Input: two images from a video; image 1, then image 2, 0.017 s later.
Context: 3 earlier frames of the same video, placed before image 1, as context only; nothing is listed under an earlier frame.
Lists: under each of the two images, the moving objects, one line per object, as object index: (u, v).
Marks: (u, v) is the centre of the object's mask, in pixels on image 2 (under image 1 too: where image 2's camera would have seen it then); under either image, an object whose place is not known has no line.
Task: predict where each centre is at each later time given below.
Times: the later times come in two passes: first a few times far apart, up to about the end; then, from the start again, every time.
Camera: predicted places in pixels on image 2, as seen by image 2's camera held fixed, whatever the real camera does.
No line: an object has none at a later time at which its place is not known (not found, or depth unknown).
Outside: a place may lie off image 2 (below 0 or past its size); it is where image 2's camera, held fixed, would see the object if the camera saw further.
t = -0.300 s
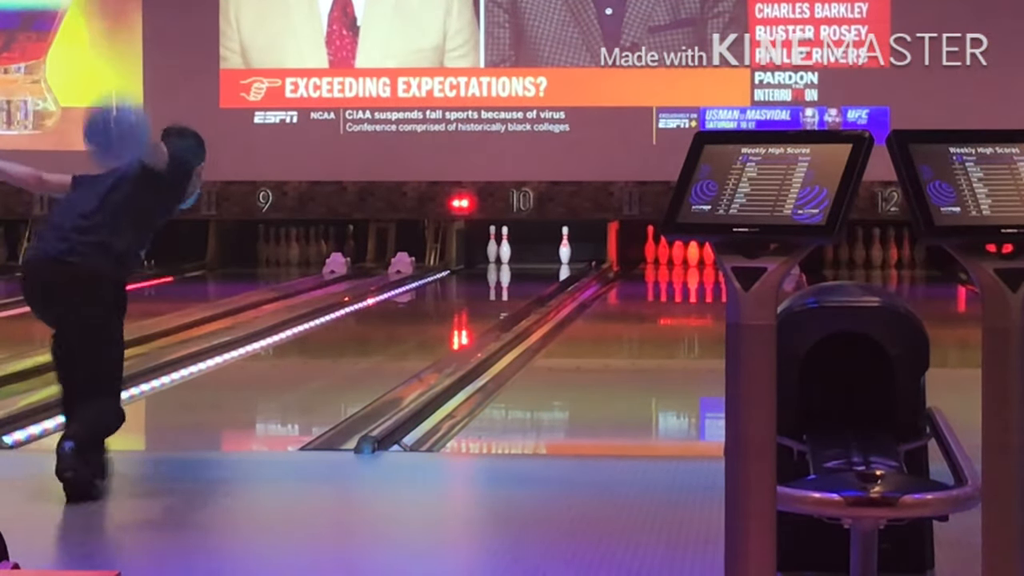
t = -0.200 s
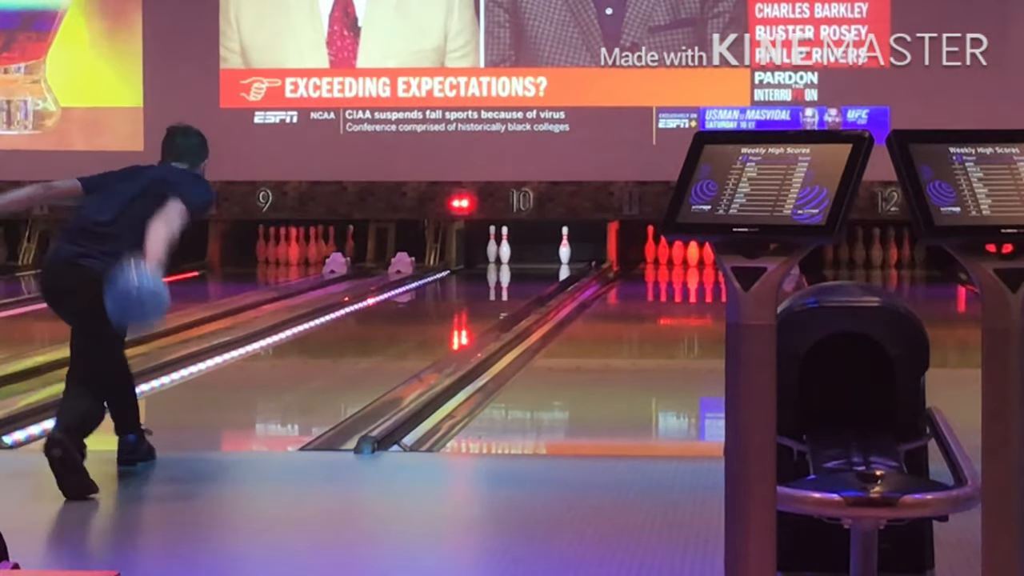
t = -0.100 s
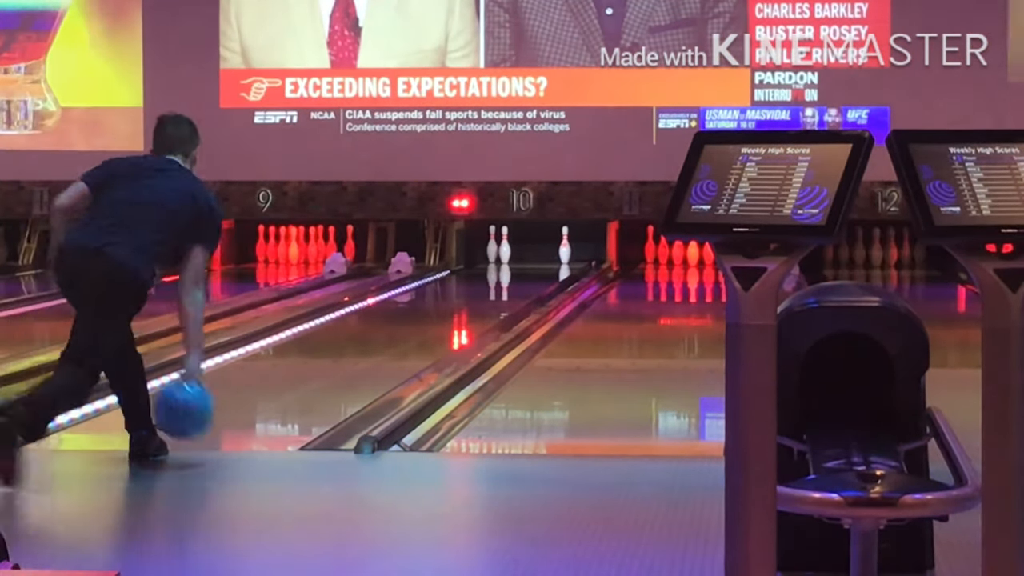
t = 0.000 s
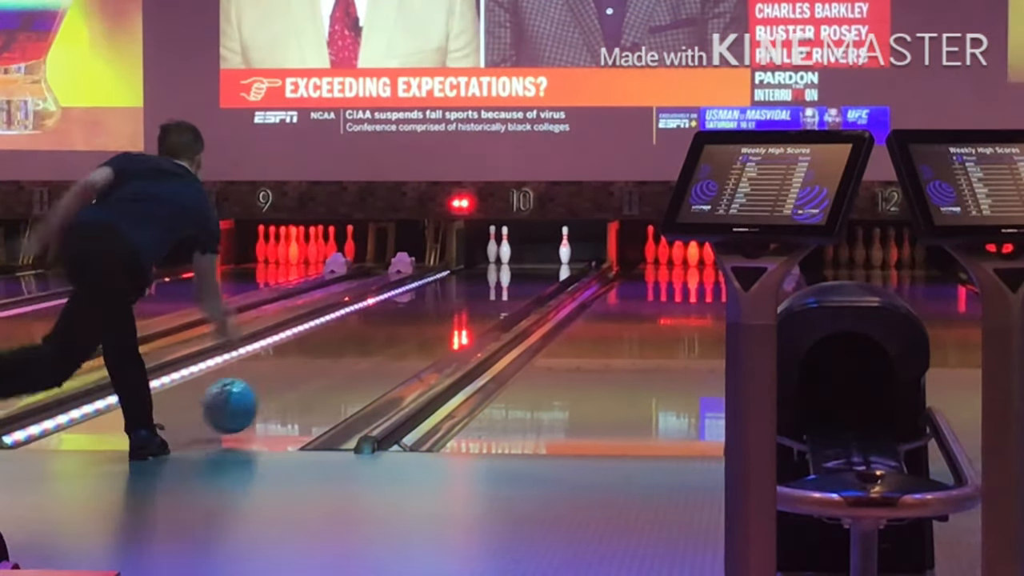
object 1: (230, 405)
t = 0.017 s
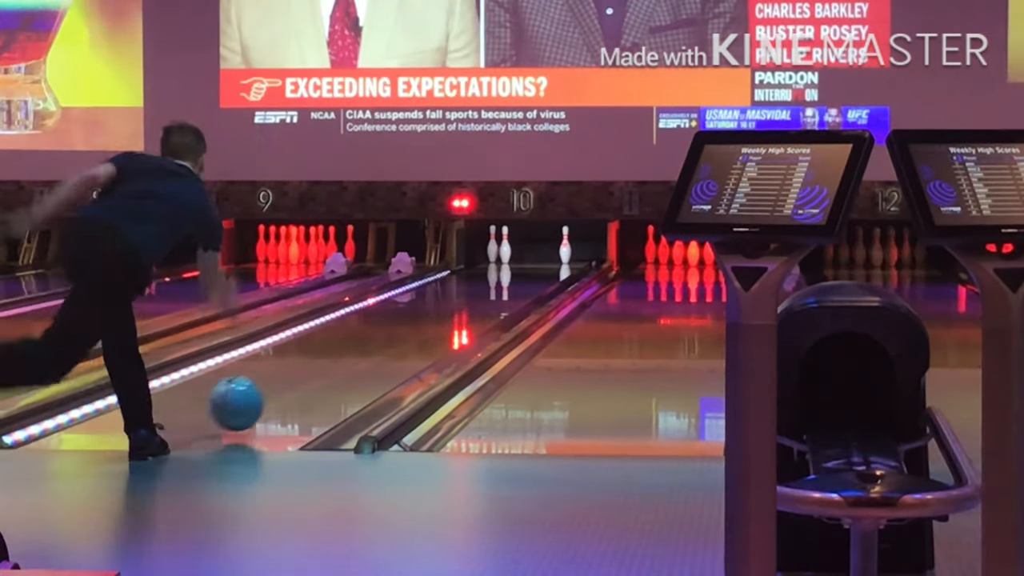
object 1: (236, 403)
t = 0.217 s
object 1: (300, 372)
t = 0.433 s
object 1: (350, 343)
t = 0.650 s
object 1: (390, 321)
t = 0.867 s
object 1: (420, 305)
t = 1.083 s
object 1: (443, 290)
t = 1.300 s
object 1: (461, 279)
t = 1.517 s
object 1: (477, 268)
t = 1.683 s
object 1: (487, 263)
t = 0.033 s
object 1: (242, 402)
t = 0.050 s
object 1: (248, 401)
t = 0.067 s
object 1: (254, 398)
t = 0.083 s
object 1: (260, 395)
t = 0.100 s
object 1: (265, 392)
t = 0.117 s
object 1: (271, 389)
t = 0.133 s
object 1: (276, 386)
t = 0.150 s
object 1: (281, 383)
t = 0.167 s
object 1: (286, 380)
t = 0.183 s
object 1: (291, 377)
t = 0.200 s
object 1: (296, 375)
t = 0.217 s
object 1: (300, 372)
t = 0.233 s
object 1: (305, 369)
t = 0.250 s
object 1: (309, 367)
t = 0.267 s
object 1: (314, 365)
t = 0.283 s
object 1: (317, 362)
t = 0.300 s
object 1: (322, 359)
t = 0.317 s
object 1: (326, 357)
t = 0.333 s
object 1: (329, 355)
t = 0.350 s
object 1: (333, 353)
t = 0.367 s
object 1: (336, 351)
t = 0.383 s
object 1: (340, 349)
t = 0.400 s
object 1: (343, 347)
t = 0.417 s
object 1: (346, 345)
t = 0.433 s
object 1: (350, 343)
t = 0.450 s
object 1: (353, 341)
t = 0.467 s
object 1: (356, 339)
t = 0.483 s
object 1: (359, 337)
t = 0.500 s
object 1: (363, 336)
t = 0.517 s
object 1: (367, 334)
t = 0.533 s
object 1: (370, 333)
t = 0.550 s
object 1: (373, 331)
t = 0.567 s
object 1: (376, 329)
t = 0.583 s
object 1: (379, 328)
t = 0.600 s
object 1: (382, 326)
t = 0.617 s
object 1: (385, 324)
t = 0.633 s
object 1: (387, 323)
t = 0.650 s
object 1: (390, 321)
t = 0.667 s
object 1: (393, 320)
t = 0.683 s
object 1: (395, 318)
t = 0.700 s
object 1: (397, 316)
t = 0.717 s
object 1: (399, 315)
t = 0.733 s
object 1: (402, 313)
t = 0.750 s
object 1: (404, 313)
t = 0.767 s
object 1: (406, 311)
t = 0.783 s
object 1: (408, 310)
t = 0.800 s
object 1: (410, 309)
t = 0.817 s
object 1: (412, 308)
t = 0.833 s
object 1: (414, 307)
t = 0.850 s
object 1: (416, 305)
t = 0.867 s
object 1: (420, 305)
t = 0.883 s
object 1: (421, 304)
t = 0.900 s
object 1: (424, 303)
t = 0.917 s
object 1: (425, 301)
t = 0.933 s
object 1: (427, 300)
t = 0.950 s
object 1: (429, 298)
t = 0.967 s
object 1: (431, 297)
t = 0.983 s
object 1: (433, 297)
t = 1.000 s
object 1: (435, 295)
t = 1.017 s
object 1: (436, 294)
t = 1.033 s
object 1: (439, 293)
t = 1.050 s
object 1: (441, 292)
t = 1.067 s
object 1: (442, 291)
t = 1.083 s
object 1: (443, 290)
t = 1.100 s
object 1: (444, 289)
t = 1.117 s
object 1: (446, 287)
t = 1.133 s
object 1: (446, 287)
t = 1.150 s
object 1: (449, 285)
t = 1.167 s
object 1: (451, 285)
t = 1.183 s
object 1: (452, 284)
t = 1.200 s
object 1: (453, 284)
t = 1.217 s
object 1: (455, 283)
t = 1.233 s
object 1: (456, 282)
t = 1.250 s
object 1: (458, 281)
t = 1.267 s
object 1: (459, 281)
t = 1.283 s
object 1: (460, 280)
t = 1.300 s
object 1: (461, 279)
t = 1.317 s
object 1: (464, 277)
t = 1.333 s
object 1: (465, 277)
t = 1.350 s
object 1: (466, 276)
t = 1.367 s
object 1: (468, 274)
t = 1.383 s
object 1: (469, 273)
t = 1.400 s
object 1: (470, 273)
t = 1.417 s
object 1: (471, 272)
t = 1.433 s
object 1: (472, 272)
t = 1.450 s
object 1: (473, 271)
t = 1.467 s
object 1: (474, 270)
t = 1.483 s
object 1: (475, 270)
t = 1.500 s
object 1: (476, 269)
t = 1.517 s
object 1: (477, 268)
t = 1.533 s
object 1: (478, 267)
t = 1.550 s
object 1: (478, 267)
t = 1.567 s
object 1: (480, 266)
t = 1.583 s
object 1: (481, 266)
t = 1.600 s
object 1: (482, 265)
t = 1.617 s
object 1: (483, 265)
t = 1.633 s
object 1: (484, 264)
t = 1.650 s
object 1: (485, 263)
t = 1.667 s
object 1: (486, 263)
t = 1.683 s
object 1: (487, 263)
